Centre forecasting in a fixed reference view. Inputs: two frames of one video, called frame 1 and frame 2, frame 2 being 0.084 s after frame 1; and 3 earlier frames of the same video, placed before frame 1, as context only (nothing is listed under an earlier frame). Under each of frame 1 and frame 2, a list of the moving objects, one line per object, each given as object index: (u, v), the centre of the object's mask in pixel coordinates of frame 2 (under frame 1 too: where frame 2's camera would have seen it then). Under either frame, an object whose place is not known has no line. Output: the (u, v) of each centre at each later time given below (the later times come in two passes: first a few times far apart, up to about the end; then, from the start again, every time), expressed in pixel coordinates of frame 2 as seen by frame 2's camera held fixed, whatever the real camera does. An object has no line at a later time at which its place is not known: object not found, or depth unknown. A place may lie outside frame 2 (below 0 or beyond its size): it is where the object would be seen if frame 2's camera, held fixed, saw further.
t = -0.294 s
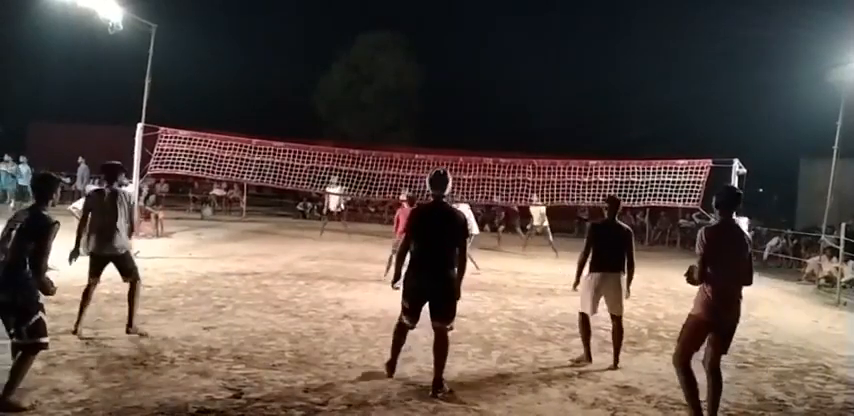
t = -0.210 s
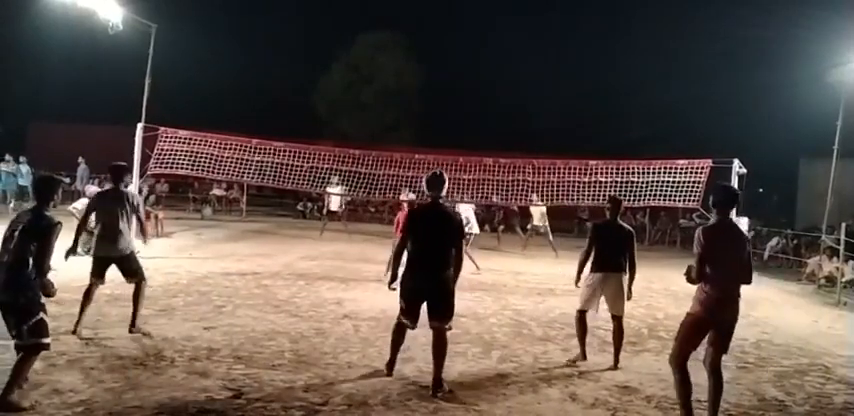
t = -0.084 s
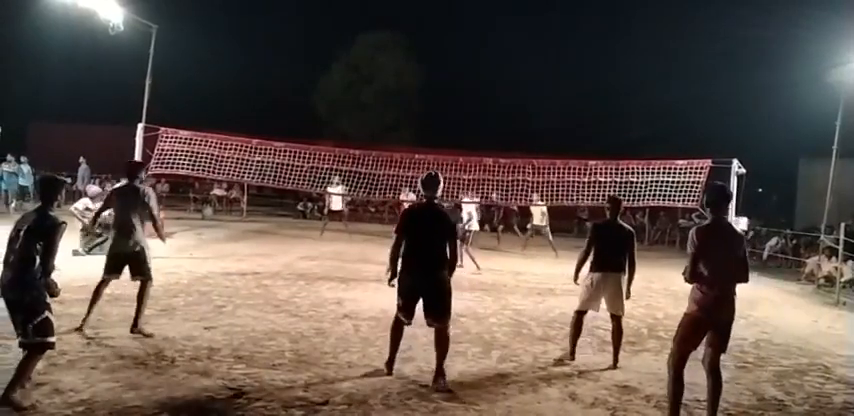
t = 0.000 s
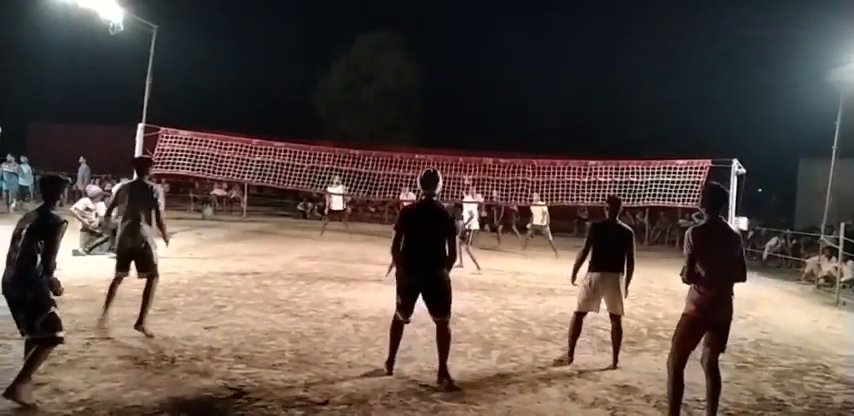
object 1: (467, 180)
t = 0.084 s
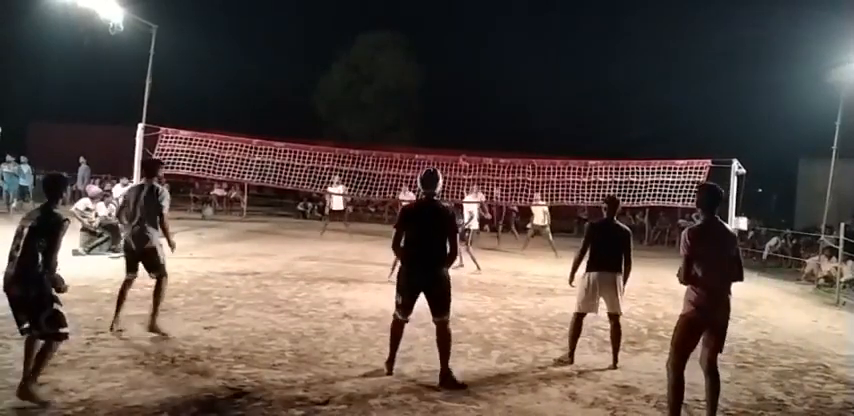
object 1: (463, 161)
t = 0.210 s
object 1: (455, 130)
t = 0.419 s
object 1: (438, 85)
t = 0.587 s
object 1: (420, 59)
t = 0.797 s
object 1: (388, 41)
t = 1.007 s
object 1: (344, 50)
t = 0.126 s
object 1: (461, 149)
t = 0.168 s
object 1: (458, 140)
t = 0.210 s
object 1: (455, 130)
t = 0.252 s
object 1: (452, 120)
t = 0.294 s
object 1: (449, 111)
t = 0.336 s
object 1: (446, 102)
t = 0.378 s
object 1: (442, 94)
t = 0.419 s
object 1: (438, 85)
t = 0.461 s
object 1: (434, 78)
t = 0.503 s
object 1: (430, 72)
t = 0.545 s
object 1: (425, 64)
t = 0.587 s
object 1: (420, 59)
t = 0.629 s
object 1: (415, 54)
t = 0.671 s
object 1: (409, 50)
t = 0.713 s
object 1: (402, 46)
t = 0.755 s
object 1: (395, 43)
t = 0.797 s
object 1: (388, 41)
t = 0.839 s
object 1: (380, 40)
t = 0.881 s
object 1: (372, 41)
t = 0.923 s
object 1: (364, 43)
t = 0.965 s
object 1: (354, 45)
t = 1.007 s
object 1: (344, 50)
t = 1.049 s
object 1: (333, 56)
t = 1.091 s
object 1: (322, 63)
